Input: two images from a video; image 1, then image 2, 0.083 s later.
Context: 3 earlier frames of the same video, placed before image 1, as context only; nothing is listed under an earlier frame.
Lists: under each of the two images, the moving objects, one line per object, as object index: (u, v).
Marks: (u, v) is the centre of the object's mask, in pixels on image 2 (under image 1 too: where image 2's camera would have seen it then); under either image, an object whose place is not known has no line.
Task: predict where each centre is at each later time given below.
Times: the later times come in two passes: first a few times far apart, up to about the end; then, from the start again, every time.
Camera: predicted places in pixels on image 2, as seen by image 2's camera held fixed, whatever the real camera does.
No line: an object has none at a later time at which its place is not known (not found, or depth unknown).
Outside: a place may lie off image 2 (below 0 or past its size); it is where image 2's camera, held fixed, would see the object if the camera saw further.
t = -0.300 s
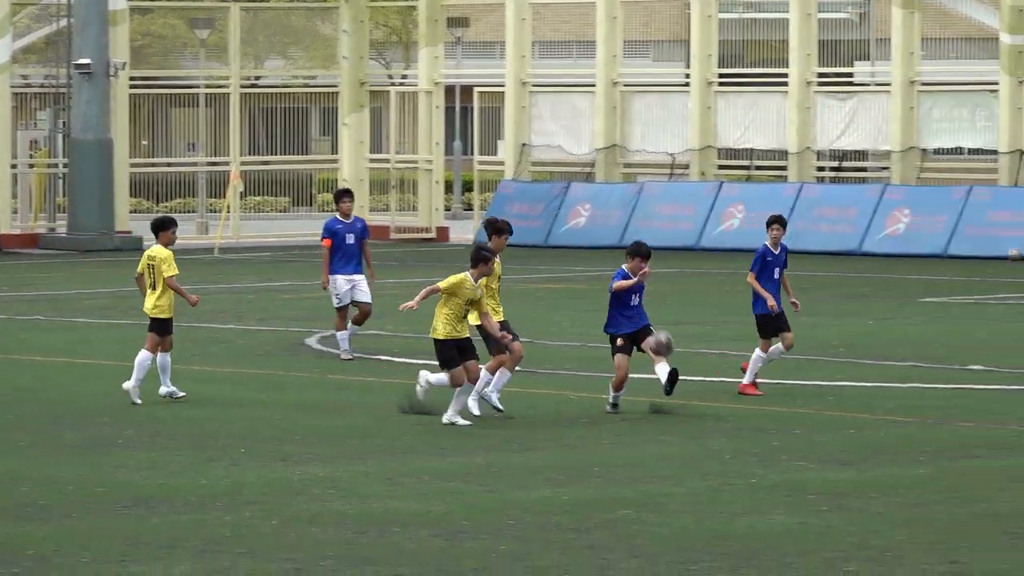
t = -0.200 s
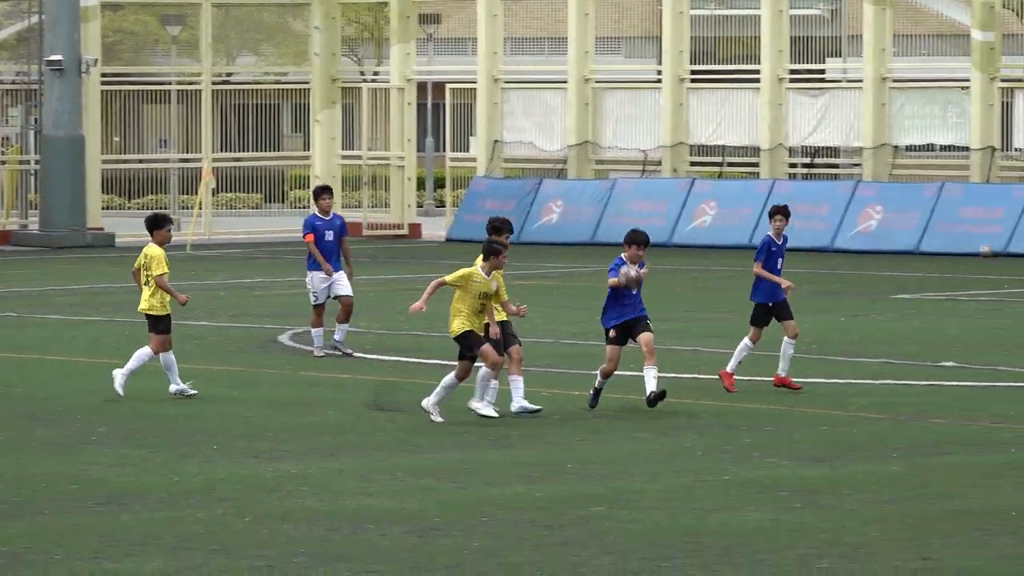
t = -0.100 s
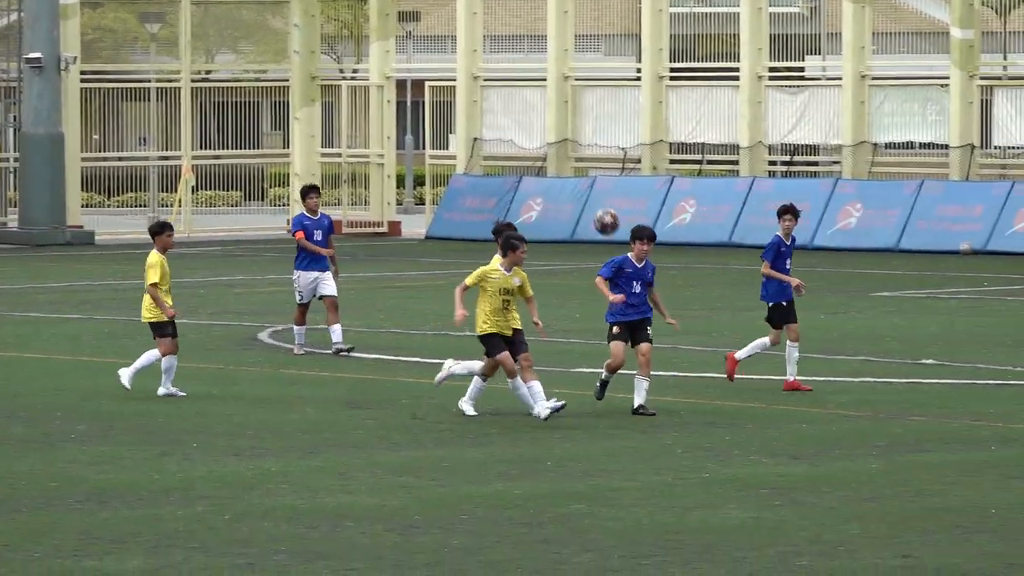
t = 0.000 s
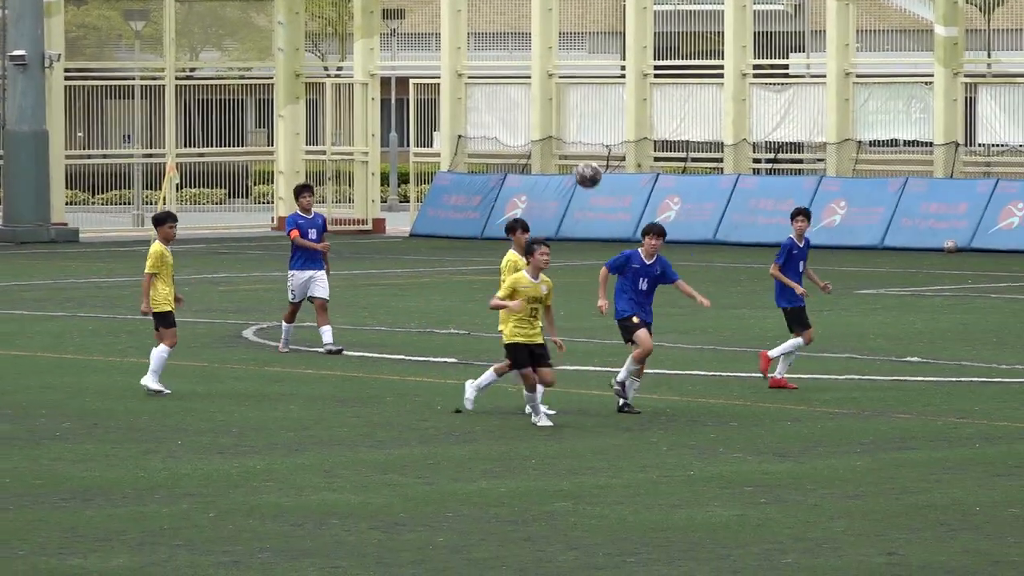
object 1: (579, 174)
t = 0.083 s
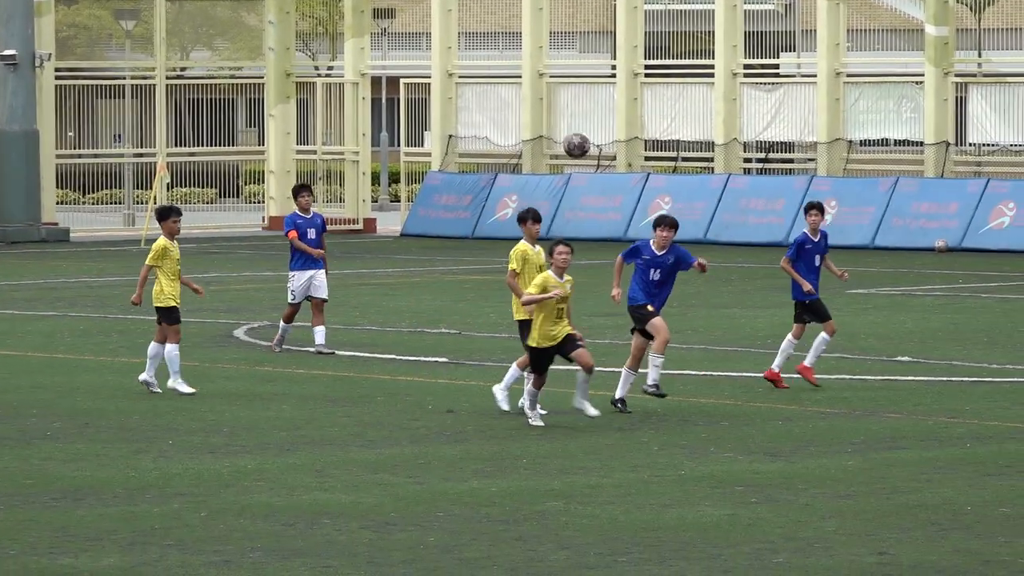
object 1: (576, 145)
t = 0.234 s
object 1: (573, 110)
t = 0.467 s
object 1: (569, 106)
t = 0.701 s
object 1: (570, 171)
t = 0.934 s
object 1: (574, 316)
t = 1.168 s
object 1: (585, 482)
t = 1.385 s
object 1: (605, 351)
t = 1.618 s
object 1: (627, 288)
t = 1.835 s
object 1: (650, 302)
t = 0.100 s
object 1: (576, 140)
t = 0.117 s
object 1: (575, 135)
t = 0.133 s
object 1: (575, 130)
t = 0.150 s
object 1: (575, 126)
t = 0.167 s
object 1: (574, 122)
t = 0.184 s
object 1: (574, 119)
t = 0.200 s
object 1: (573, 115)
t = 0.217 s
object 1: (573, 113)
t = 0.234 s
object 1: (573, 110)
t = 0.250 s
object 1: (572, 108)
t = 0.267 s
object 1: (572, 105)
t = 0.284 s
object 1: (571, 104)
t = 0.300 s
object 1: (571, 102)
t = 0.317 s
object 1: (571, 101)
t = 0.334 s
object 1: (570, 100)
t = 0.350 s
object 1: (570, 100)
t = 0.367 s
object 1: (570, 100)
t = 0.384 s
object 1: (570, 100)
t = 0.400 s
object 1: (570, 101)
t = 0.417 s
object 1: (570, 101)
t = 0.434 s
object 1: (569, 102)
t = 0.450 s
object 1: (569, 103)
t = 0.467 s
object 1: (569, 106)
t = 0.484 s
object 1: (569, 107)
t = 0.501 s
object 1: (568, 110)
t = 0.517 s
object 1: (569, 113)
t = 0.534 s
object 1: (569, 116)
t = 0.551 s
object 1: (568, 120)
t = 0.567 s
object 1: (569, 124)
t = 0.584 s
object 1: (569, 129)
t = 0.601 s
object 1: (569, 133)
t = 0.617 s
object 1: (569, 138)
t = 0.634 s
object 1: (569, 144)
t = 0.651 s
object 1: (569, 151)
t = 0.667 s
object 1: (569, 156)
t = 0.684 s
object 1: (570, 164)
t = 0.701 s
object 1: (570, 171)
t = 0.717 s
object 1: (570, 179)
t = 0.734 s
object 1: (570, 187)
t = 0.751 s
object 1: (571, 195)
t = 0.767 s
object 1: (571, 204)
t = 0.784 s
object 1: (571, 213)
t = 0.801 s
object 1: (572, 223)
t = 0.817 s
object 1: (572, 234)
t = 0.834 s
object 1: (572, 244)
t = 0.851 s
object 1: (572, 255)
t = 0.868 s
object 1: (573, 266)
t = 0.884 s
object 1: (573, 279)
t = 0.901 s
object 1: (574, 291)
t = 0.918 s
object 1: (574, 303)
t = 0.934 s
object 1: (574, 316)
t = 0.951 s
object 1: (575, 330)
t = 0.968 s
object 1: (576, 344)
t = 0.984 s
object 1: (576, 359)
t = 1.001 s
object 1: (577, 374)
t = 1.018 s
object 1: (577, 389)
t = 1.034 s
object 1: (578, 405)
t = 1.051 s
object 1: (578, 421)
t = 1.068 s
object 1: (579, 438)
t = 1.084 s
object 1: (579, 456)
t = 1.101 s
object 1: (580, 474)
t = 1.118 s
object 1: (581, 493)
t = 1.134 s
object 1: (582, 508)
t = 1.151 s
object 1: (583, 499)
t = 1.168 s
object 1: (585, 482)
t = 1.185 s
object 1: (587, 470)
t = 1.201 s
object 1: (588, 458)
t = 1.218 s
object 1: (590, 446)
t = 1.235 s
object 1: (591, 436)
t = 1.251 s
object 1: (592, 425)
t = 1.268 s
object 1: (594, 414)
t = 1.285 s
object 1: (595, 404)
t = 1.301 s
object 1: (597, 394)
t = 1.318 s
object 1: (599, 386)
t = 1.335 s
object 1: (601, 376)
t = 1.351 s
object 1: (602, 368)
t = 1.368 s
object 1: (604, 359)
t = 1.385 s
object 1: (605, 351)
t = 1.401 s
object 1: (607, 344)
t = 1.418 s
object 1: (608, 338)
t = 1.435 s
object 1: (610, 331)
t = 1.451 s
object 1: (612, 325)
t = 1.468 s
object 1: (613, 319)
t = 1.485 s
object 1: (615, 314)
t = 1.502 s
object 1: (617, 310)
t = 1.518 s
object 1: (618, 305)
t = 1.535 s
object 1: (620, 301)
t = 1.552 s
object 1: (621, 298)
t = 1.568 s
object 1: (623, 294)
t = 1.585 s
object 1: (624, 292)
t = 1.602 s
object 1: (626, 289)
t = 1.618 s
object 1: (627, 288)
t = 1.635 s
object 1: (629, 286)
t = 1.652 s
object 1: (631, 285)
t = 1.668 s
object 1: (633, 285)
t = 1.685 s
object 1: (634, 285)
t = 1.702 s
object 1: (636, 285)
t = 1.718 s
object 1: (637, 285)
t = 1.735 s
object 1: (639, 286)
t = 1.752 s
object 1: (641, 288)
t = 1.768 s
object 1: (643, 290)
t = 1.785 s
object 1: (644, 293)
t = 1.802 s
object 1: (646, 296)
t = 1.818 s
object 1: (648, 299)
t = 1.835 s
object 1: (650, 302)
